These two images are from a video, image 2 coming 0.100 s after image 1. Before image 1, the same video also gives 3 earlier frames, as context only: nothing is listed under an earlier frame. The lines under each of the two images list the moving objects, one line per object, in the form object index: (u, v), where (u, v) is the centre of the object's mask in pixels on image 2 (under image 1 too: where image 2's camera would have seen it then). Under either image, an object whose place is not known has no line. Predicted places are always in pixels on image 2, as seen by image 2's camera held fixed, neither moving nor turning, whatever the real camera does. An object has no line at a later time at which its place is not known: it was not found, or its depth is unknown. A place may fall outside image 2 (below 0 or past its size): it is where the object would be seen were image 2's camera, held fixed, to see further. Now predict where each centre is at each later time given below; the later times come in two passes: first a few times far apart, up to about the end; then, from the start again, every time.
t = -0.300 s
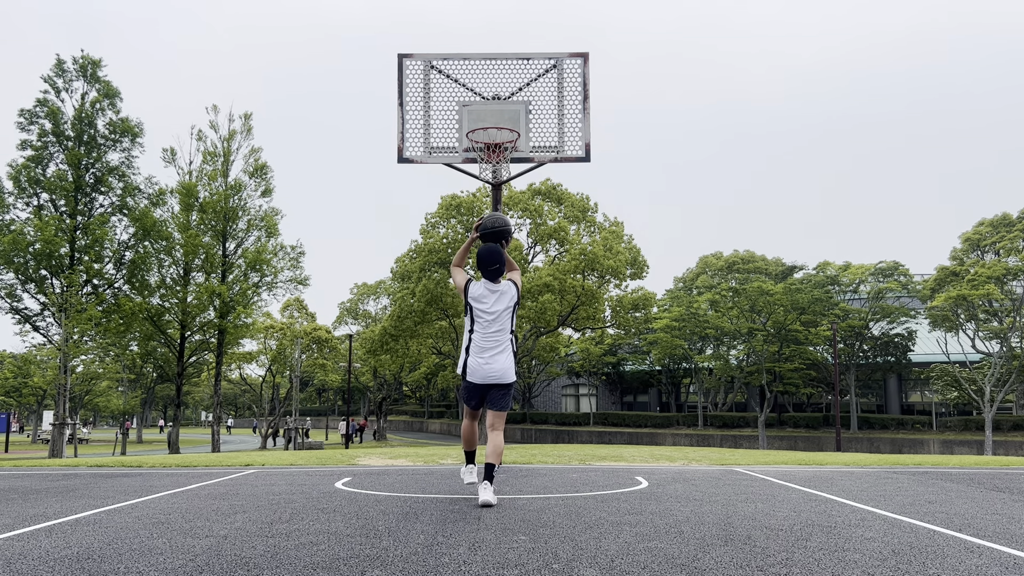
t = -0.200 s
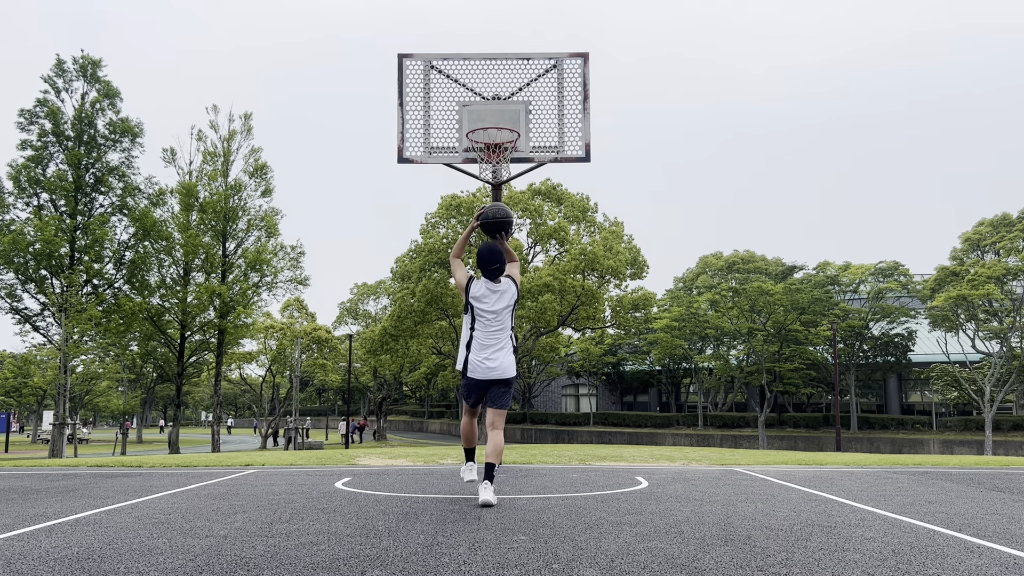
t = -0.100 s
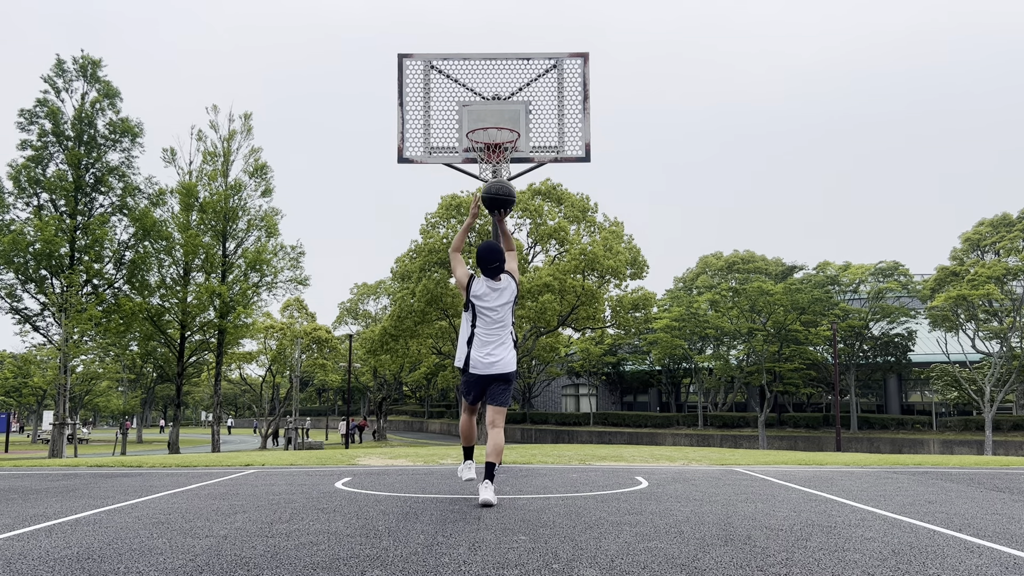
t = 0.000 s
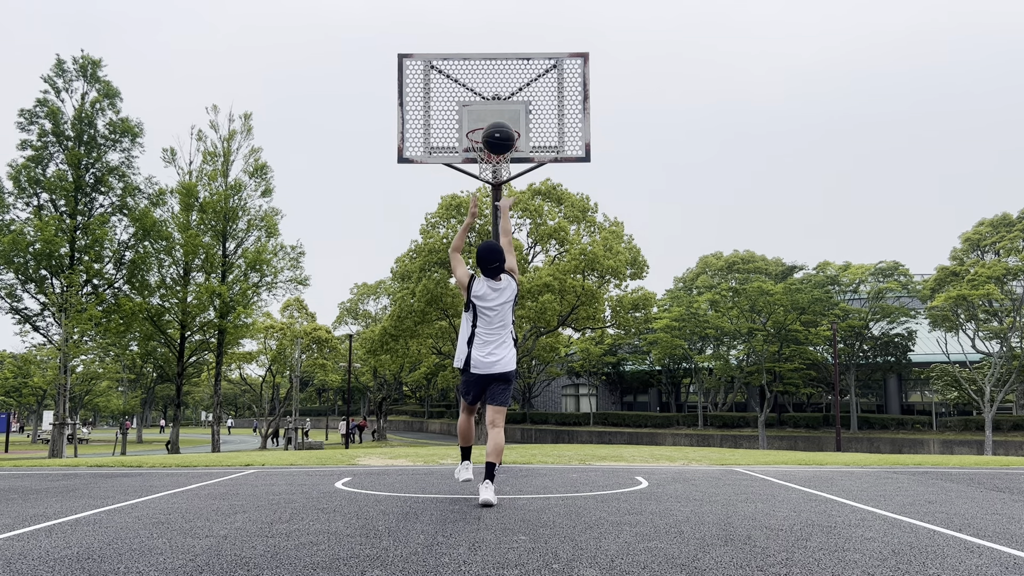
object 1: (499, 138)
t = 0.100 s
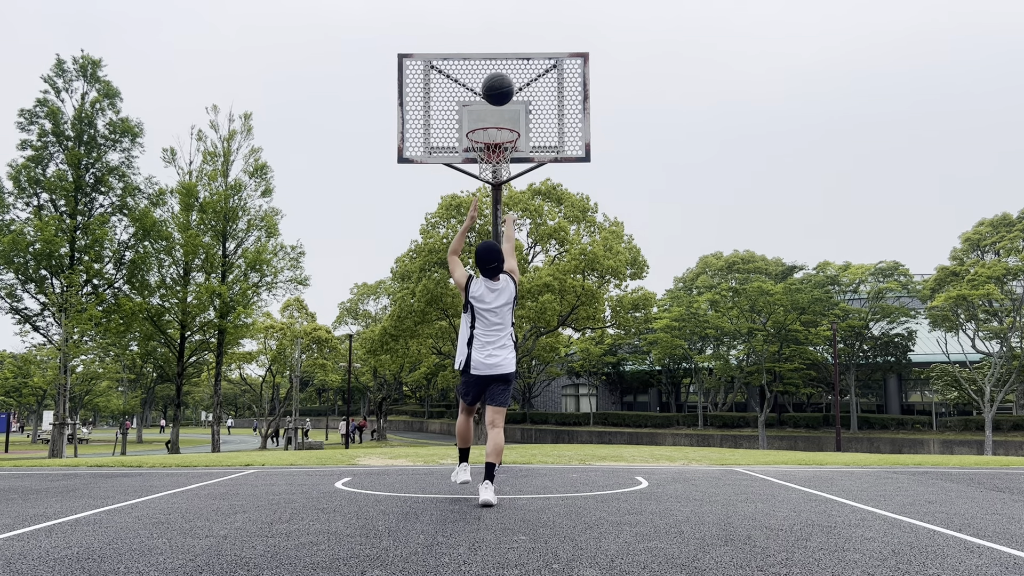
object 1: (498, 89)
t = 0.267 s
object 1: (496, 43)
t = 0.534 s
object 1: (494, 43)
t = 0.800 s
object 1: (491, 113)
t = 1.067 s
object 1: (490, 115)
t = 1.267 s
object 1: (488, 171)
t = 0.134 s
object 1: (498, 76)
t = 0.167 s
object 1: (497, 65)
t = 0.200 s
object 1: (497, 56)
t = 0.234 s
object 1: (497, 49)
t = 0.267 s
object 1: (496, 43)
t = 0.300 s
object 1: (496, 38)
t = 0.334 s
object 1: (496, 35)
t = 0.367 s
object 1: (495, 33)
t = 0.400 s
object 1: (495, 32)
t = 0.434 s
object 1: (495, 33)
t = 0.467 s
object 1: (494, 35)
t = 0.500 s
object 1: (494, 39)
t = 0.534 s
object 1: (494, 43)
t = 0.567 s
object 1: (493, 49)
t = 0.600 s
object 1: (493, 56)
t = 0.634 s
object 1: (493, 64)
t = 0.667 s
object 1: (492, 74)
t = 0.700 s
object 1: (492, 84)
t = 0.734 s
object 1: (492, 96)
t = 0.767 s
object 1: (491, 108)
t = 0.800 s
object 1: (491, 113)
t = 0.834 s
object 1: (491, 109)
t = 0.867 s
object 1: (491, 106)
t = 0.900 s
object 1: (491, 105)
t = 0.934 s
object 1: (491, 104)
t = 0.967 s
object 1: (490, 105)
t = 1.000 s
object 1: (490, 107)
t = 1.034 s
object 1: (490, 111)
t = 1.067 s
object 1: (490, 115)
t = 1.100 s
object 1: (490, 121)
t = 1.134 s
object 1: (489, 129)
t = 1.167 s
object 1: (489, 137)
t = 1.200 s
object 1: (489, 146)
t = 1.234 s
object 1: (488, 158)
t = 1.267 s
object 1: (488, 171)
